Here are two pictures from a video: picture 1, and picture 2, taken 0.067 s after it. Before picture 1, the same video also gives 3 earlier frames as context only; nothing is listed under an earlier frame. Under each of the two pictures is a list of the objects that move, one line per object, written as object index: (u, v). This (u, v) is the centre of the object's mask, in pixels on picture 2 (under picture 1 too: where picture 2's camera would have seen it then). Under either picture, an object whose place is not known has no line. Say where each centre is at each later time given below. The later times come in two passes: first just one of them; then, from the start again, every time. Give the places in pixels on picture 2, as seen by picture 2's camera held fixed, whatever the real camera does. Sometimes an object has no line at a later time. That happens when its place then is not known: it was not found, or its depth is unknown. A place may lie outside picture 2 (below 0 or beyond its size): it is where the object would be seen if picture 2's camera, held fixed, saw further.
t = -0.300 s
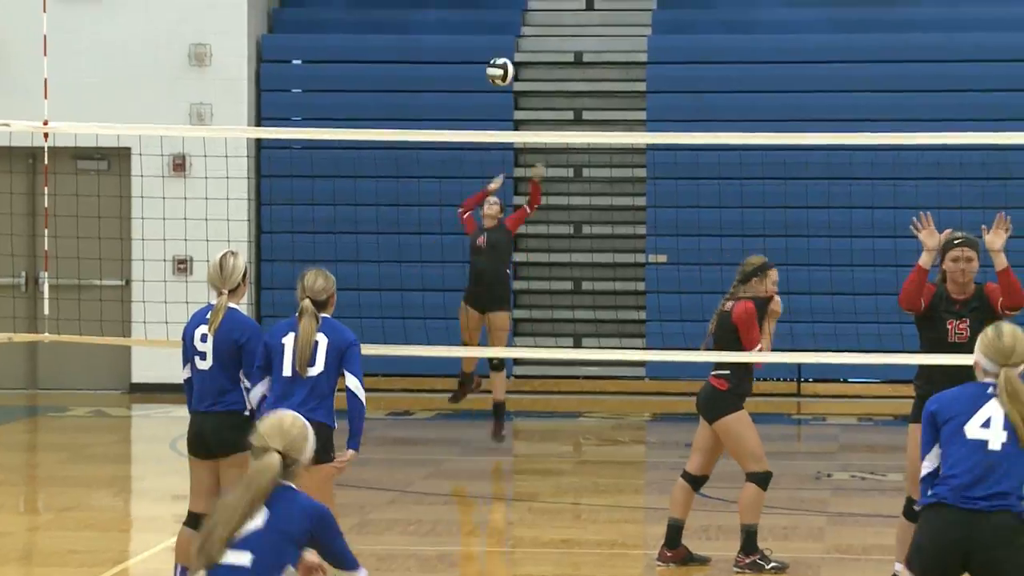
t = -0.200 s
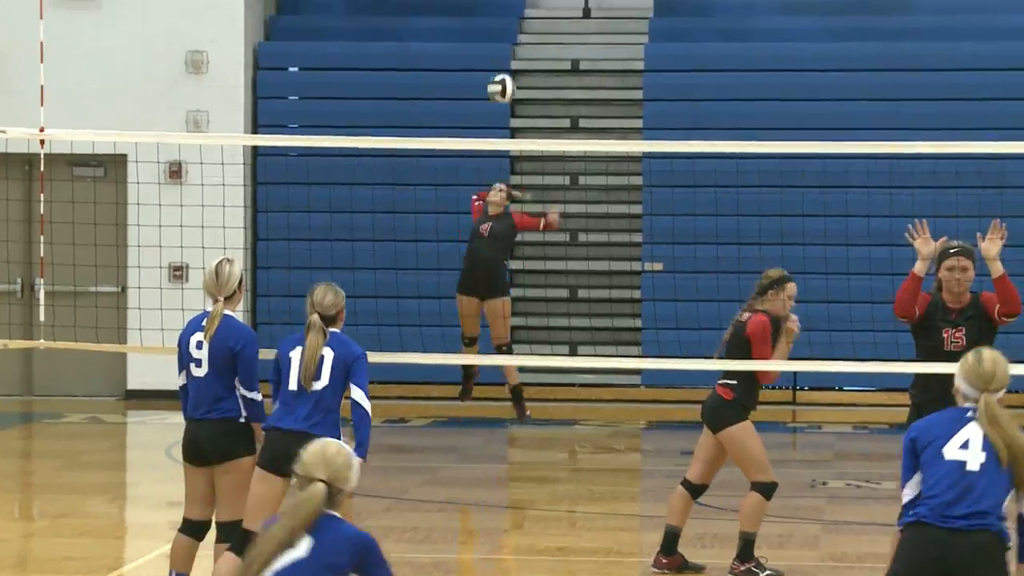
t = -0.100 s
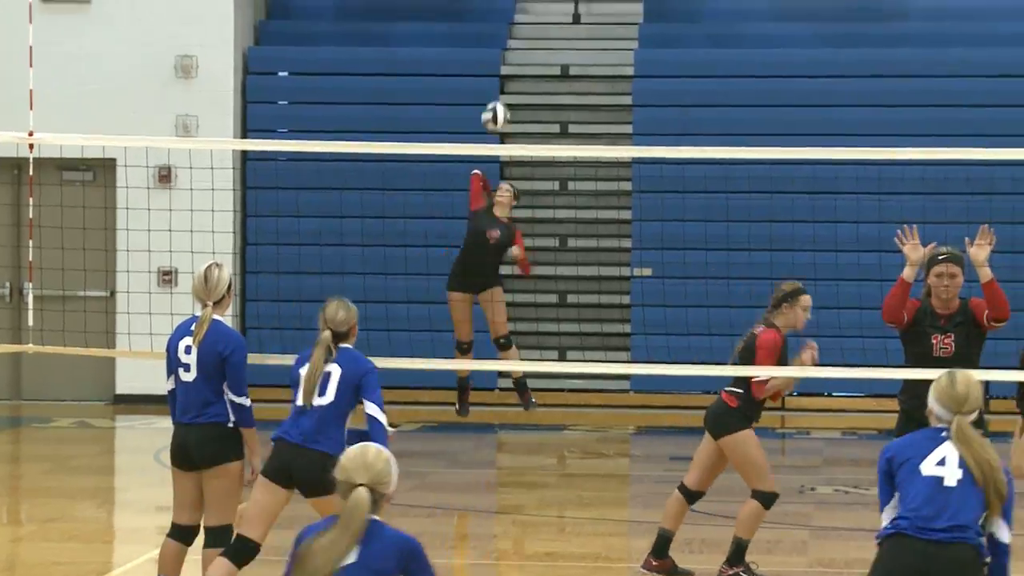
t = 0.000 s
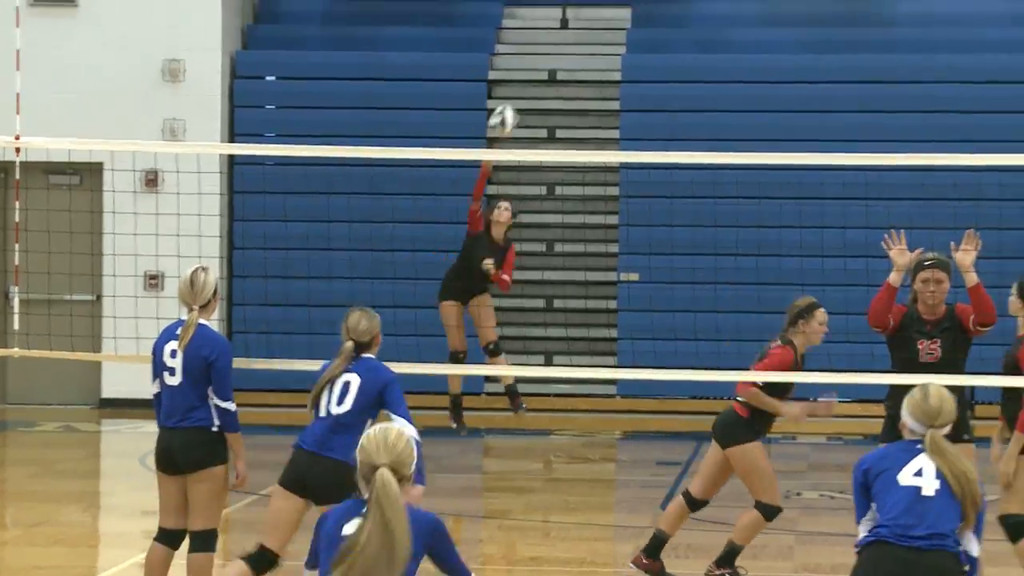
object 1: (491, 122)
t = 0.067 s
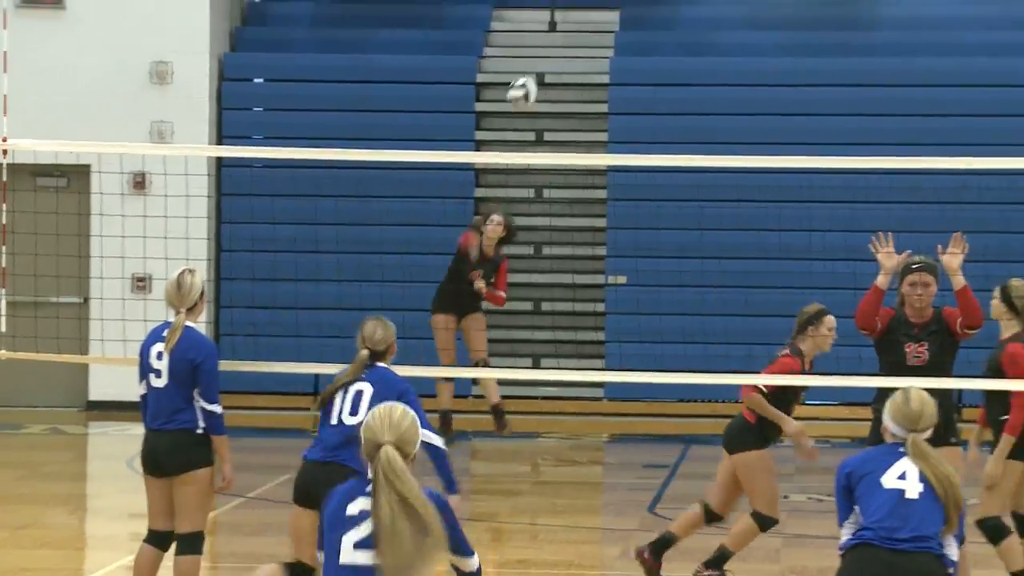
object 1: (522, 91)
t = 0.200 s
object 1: (598, 43)
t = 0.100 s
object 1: (540, 78)
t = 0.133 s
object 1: (557, 66)
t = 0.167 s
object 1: (577, 54)
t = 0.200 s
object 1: (598, 43)
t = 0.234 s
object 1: (620, 34)
